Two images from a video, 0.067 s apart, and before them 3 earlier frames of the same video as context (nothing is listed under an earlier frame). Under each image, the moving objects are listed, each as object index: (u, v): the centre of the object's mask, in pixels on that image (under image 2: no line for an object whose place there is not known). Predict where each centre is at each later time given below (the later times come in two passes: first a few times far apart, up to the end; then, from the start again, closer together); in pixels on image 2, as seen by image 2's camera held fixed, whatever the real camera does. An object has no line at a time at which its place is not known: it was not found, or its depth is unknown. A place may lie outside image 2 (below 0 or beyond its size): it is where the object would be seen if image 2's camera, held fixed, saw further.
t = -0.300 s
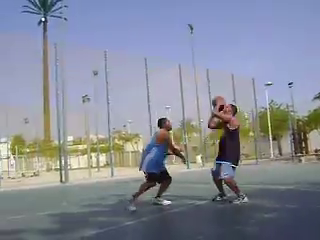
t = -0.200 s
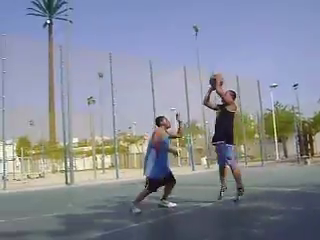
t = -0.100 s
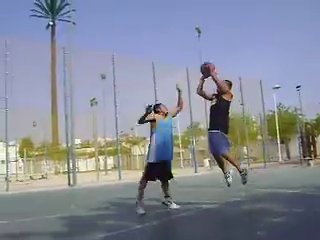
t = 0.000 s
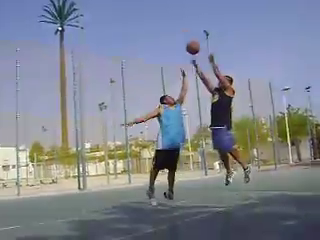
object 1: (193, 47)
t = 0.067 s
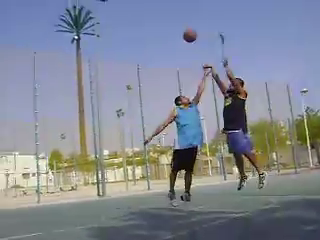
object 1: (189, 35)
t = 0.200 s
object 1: (149, 11)
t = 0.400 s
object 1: (95, -8)
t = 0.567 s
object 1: (52, -6)
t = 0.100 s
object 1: (179, 28)
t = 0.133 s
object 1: (169, 21)
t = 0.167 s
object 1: (159, 16)
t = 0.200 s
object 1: (149, 11)
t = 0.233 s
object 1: (140, 7)
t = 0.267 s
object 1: (131, 2)
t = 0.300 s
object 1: (122, -1)
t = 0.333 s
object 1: (113, -4)
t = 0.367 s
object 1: (104, -6)
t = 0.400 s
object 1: (95, -8)
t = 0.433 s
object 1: (87, -7)
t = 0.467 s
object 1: (77, -8)
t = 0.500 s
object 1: (69, -8)
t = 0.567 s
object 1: (52, -6)
